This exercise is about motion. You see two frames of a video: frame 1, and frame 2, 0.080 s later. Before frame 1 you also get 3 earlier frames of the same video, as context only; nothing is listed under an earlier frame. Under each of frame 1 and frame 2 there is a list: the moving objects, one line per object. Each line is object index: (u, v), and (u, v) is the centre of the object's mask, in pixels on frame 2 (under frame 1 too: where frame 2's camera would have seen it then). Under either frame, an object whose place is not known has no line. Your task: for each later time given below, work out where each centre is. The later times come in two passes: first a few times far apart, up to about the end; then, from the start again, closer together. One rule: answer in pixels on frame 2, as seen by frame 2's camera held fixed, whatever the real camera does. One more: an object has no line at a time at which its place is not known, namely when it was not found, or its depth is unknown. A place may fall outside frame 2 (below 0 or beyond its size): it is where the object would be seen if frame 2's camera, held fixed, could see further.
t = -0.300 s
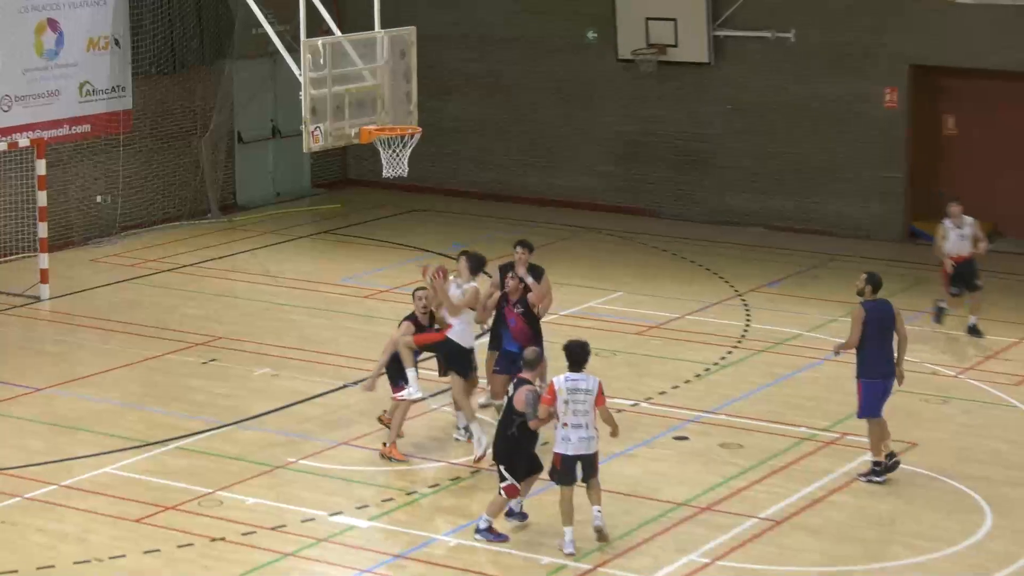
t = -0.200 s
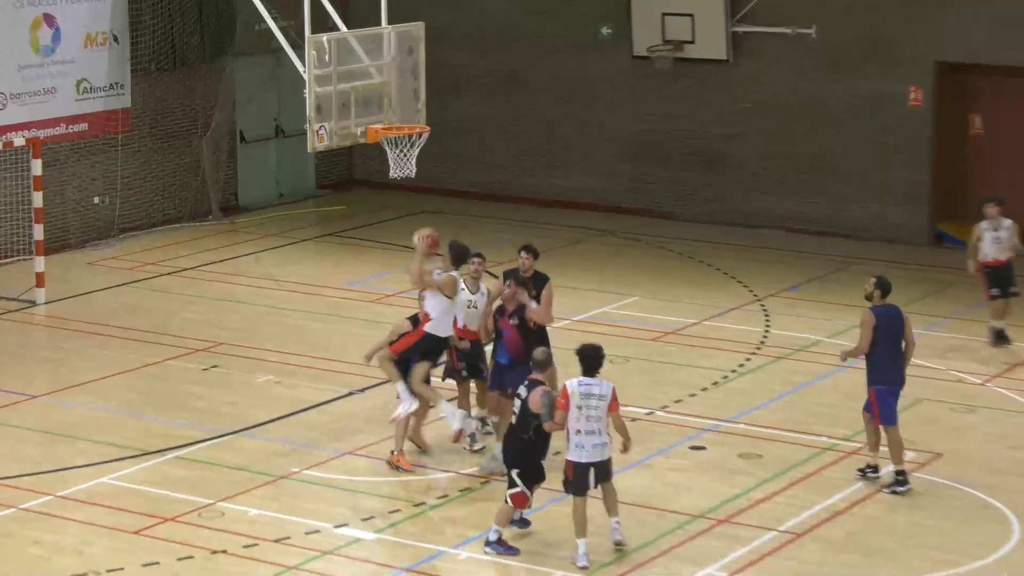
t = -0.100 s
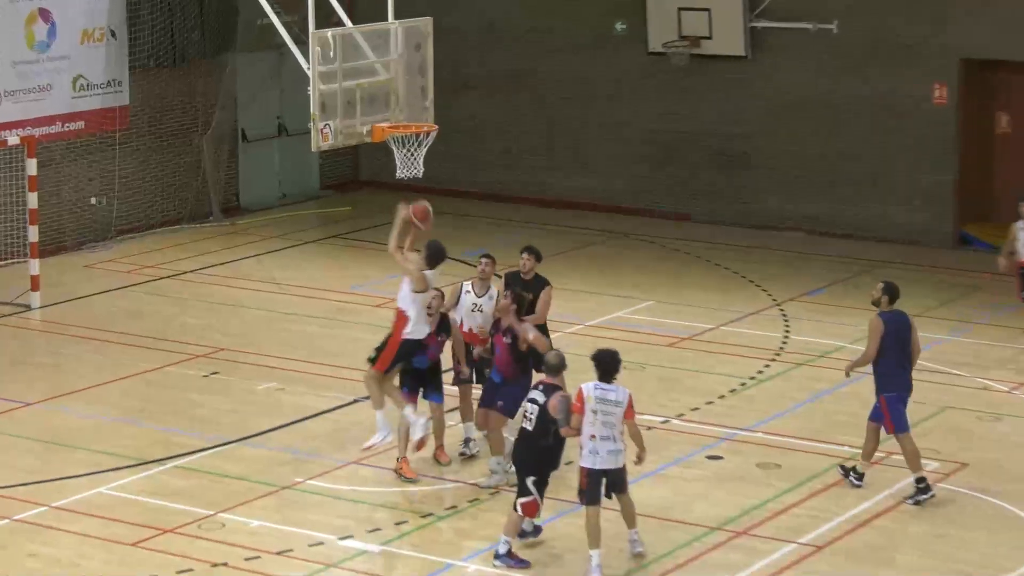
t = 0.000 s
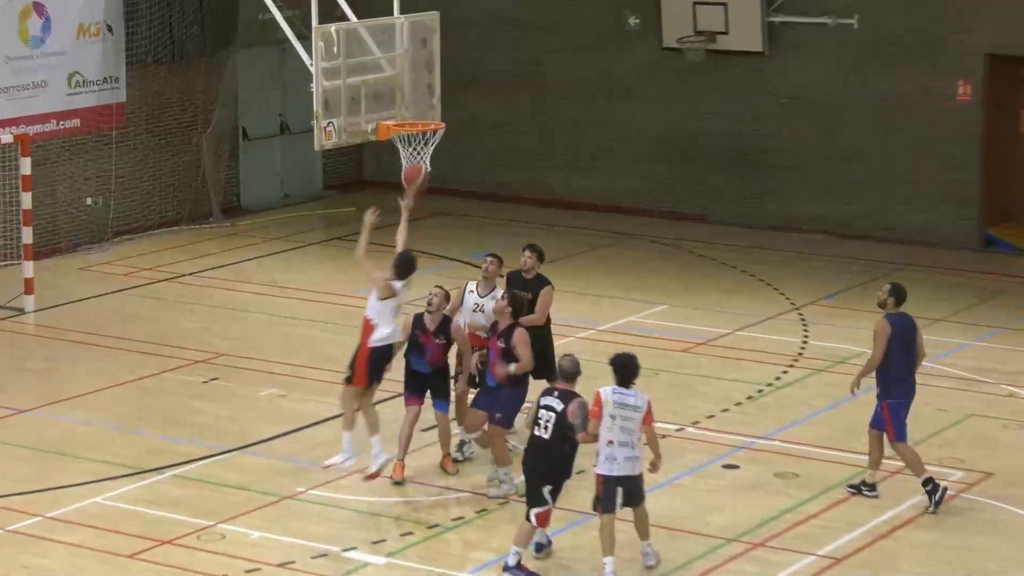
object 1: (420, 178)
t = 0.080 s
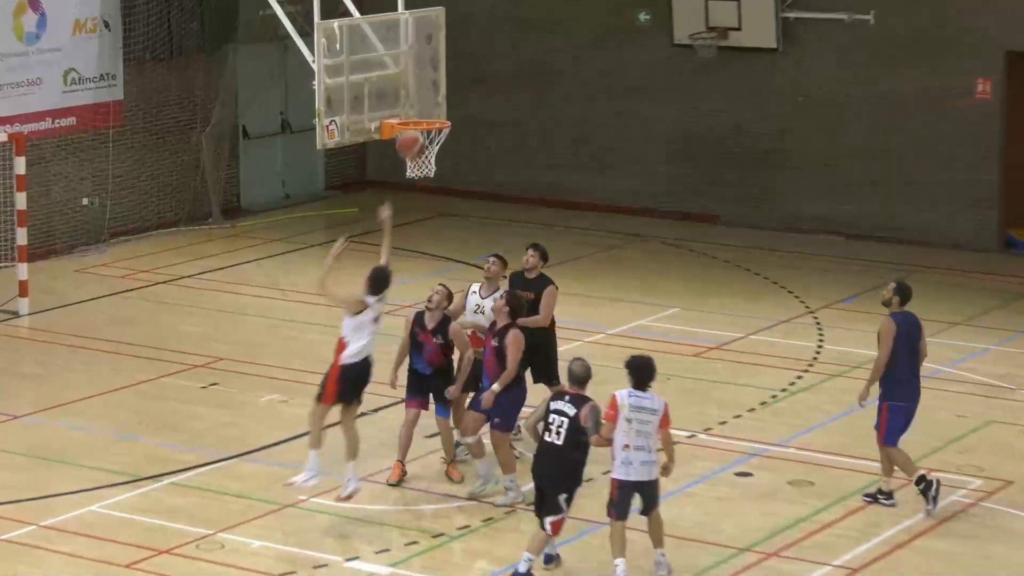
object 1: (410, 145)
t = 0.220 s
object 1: (394, 107)
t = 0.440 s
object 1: (424, 112)
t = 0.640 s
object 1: (408, 145)
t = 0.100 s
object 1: (408, 139)
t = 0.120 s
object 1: (405, 133)
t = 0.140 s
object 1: (402, 126)
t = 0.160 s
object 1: (400, 120)
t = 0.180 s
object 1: (399, 116)
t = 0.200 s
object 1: (396, 112)
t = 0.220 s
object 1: (394, 107)
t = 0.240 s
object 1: (392, 104)
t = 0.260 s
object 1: (390, 101)
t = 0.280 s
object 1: (388, 99)
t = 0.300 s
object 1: (386, 98)
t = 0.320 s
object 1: (388, 97)
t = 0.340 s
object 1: (394, 99)
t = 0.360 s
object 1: (401, 100)
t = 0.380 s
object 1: (406, 102)
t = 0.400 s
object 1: (413, 105)
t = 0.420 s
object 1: (419, 109)
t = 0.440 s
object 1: (424, 112)
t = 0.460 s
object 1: (429, 113)
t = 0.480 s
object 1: (434, 117)
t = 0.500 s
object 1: (430, 118)
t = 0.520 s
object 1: (426, 118)
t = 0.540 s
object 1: (422, 123)
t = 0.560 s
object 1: (416, 131)
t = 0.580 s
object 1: (411, 137)
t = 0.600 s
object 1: (408, 140)
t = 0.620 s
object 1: (408, 143)
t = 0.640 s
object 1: (408, 145)
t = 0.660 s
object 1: (409, 149)
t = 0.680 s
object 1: (411, 155)
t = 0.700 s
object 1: (411, 161)
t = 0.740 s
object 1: (415, 179)
